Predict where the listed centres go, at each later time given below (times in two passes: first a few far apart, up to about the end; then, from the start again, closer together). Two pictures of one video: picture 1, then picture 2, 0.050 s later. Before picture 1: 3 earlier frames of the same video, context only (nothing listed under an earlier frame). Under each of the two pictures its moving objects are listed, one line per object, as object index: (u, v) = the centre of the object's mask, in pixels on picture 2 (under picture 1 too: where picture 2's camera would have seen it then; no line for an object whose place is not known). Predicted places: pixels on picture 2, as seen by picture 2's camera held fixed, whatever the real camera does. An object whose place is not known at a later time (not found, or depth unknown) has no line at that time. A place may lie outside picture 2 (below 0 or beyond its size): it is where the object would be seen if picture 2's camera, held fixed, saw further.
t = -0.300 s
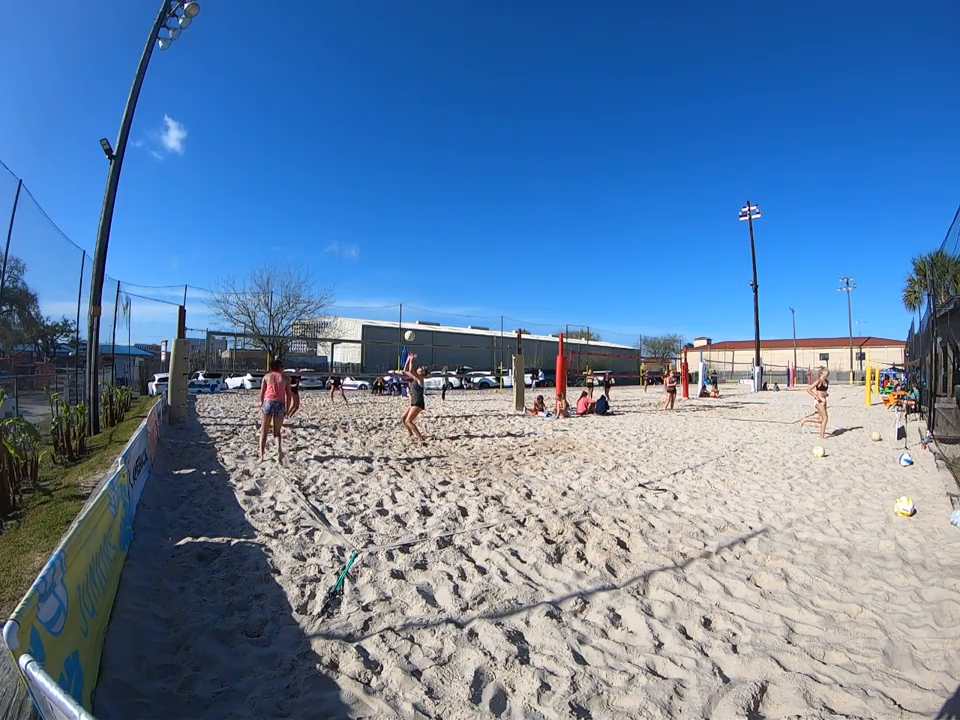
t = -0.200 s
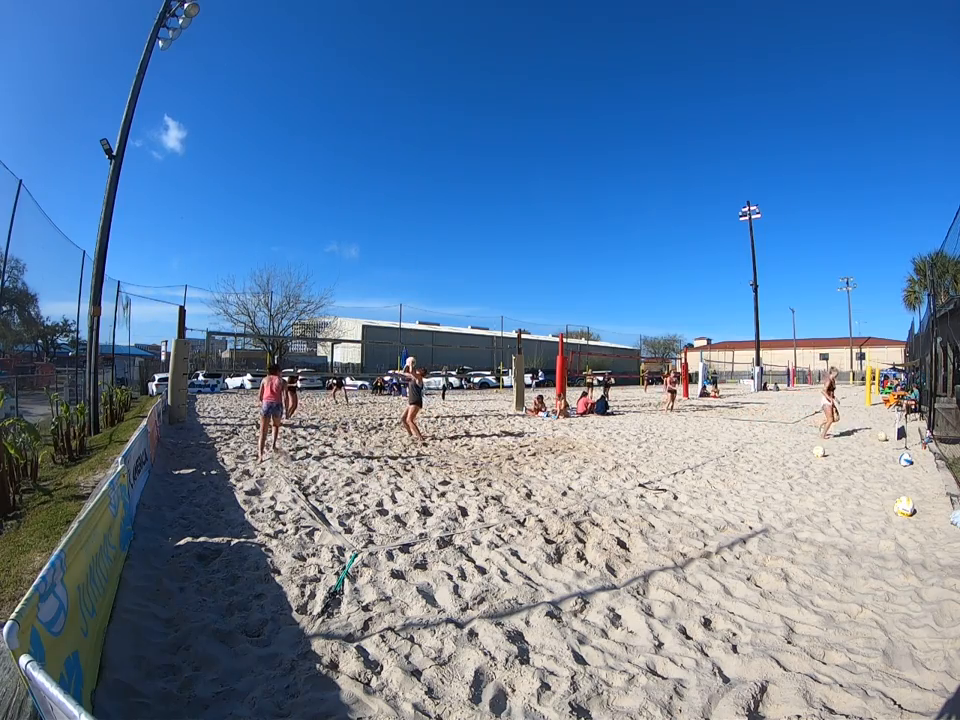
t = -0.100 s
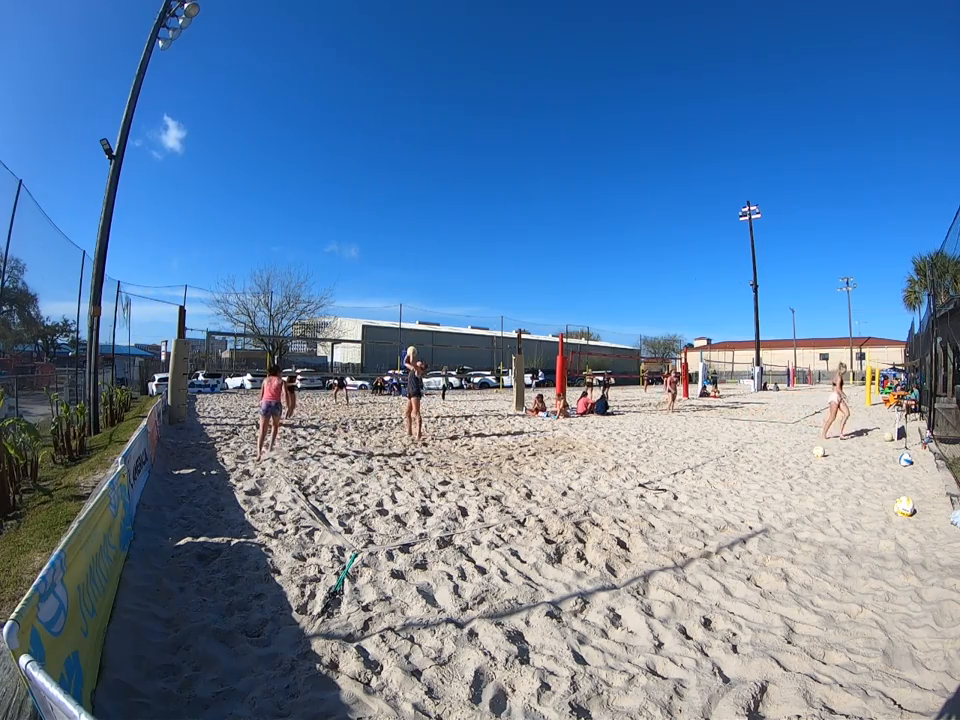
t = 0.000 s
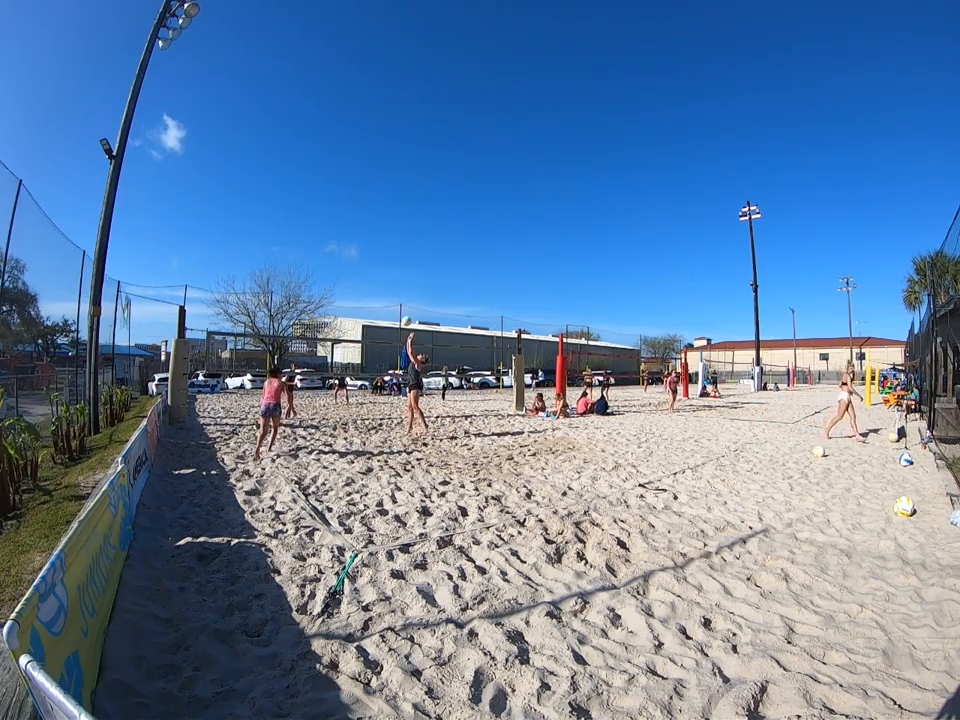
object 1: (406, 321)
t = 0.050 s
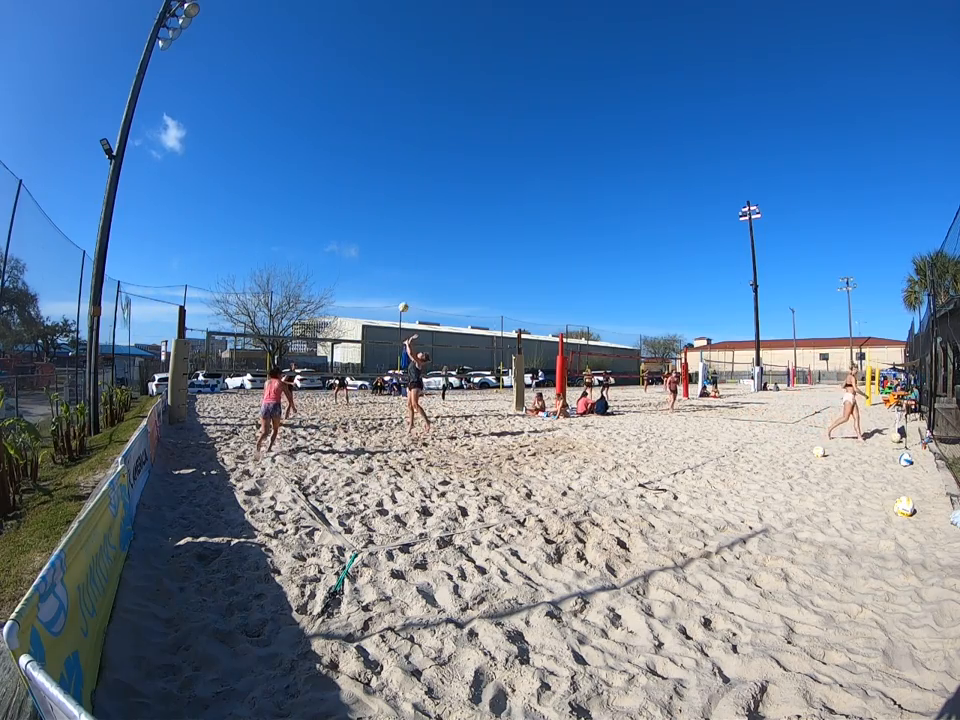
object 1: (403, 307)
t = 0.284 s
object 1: (389, 260)
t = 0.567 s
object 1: (373, 239)
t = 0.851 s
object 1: (357, 249)
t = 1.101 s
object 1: (343, 284)
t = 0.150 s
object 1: (397, 283)
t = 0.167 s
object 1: (396, 280)
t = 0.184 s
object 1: (395, 277)
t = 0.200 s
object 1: (394, 274)
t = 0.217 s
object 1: (393, 271)
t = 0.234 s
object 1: (392, 268)
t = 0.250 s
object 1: (391, 265)
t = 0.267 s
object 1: (390, 263)
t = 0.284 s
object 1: (389, 260)
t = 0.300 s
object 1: (388, 258)
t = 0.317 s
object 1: (387, 256)
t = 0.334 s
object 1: (386, 254)
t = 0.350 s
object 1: (385, 252)
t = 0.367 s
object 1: (384, 250)
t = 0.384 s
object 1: (383, 249)
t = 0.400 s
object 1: (382, 247)
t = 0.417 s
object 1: (382, 246)
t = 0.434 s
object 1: (381, 245)
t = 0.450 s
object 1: (380, 243)
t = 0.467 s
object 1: (379, 242)
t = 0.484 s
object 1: (378, 241)
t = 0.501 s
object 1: (377, 241)
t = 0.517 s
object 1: (376, 240)
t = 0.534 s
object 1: (375, 240)
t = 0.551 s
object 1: (374, 239)
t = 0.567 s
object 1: (373, 239)
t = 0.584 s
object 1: (372, 239)
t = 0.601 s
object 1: (371, 238)
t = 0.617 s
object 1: (370, 238)
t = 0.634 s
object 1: (369, 238)
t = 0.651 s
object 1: (368, 239)
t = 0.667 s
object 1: (367, 239)
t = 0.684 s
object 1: (367, 239)
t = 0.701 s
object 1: (366, 240)
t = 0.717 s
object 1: (365, 240)
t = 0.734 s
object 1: (364, 242)
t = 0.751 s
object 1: (363, 242)
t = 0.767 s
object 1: (362, 243)
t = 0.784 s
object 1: (361, 244)
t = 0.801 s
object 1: (360, 245)
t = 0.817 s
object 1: (359, 246)
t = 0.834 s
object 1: (358, 248)
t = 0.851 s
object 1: (357, 249)
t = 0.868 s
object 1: (356, 251)
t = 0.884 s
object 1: (355, 253)
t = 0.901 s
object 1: (354, 255)
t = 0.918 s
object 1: (354, 257)
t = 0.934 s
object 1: (353, 259)
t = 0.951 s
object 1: (352, 261)
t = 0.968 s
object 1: (351, 263)
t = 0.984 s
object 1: (350, 265)
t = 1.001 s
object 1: (349, 268)
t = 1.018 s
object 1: (348, 270)
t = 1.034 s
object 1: (347, 273)
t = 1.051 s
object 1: (346, 275)
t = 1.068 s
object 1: (345, 278)
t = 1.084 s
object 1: (344, 281)
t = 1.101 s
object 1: (343, 284)
